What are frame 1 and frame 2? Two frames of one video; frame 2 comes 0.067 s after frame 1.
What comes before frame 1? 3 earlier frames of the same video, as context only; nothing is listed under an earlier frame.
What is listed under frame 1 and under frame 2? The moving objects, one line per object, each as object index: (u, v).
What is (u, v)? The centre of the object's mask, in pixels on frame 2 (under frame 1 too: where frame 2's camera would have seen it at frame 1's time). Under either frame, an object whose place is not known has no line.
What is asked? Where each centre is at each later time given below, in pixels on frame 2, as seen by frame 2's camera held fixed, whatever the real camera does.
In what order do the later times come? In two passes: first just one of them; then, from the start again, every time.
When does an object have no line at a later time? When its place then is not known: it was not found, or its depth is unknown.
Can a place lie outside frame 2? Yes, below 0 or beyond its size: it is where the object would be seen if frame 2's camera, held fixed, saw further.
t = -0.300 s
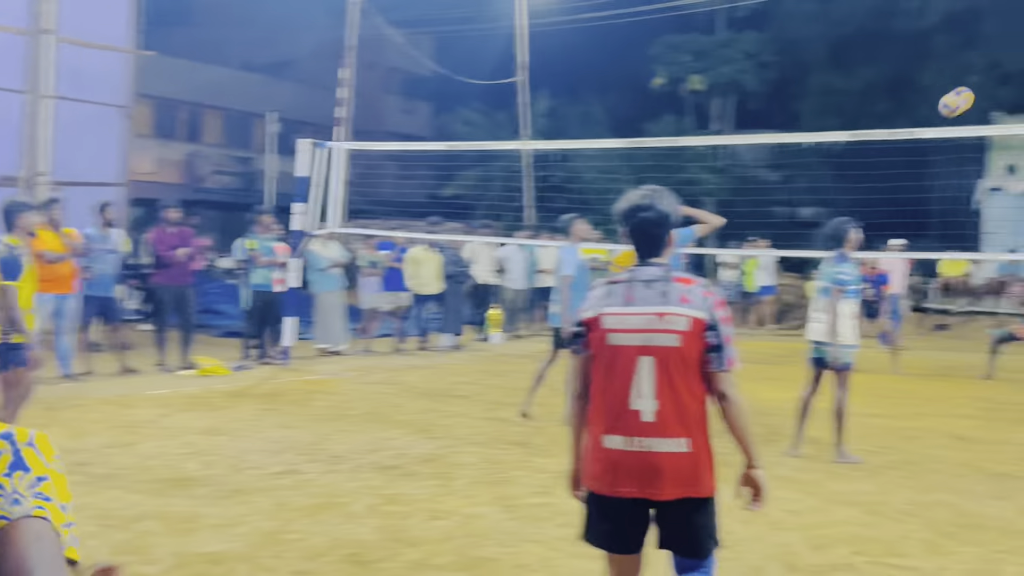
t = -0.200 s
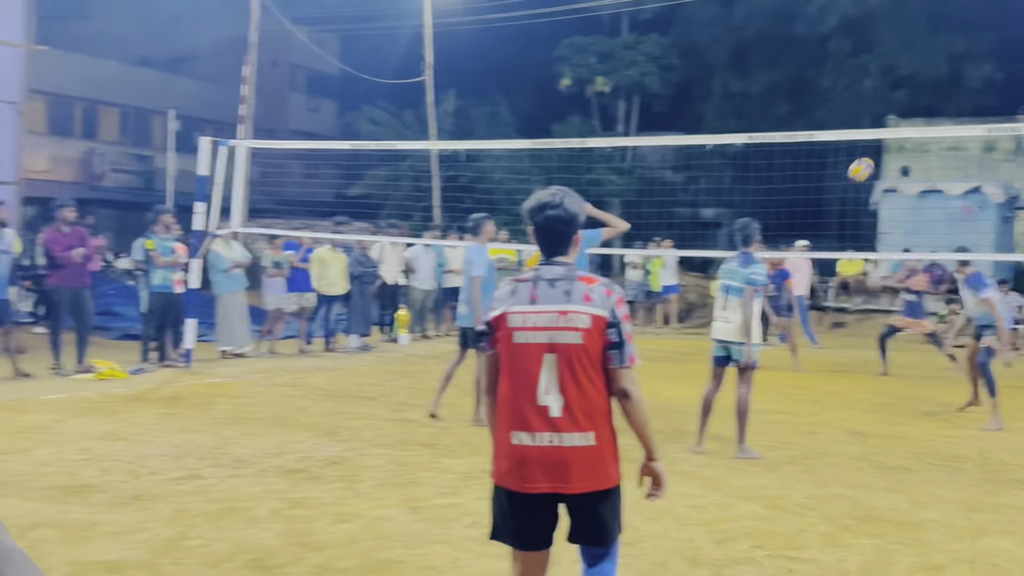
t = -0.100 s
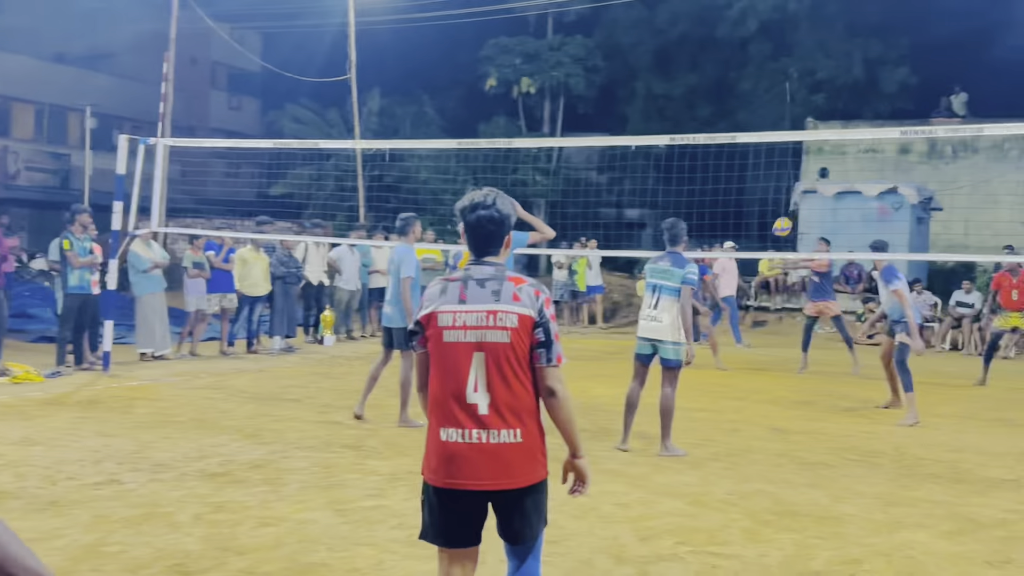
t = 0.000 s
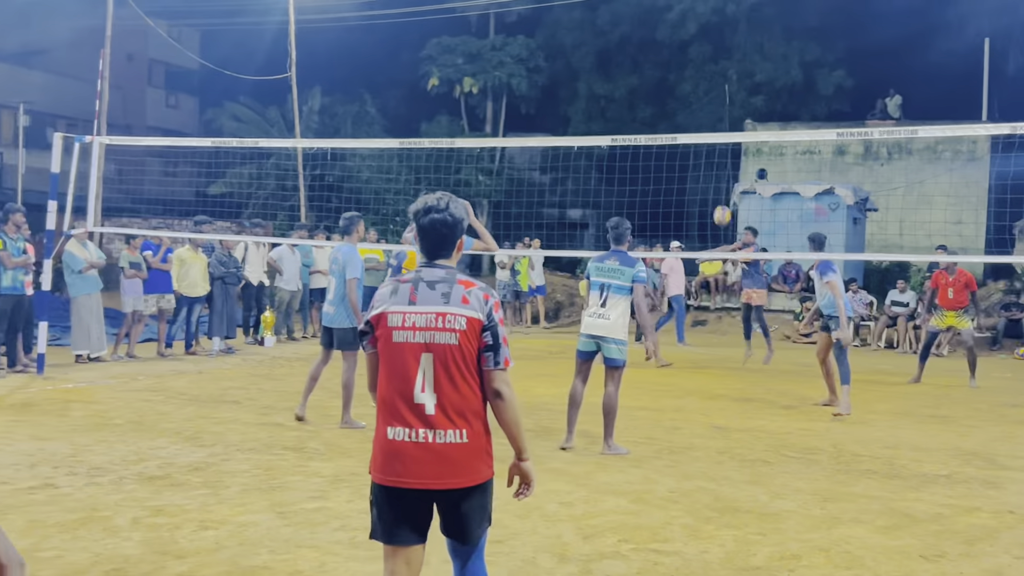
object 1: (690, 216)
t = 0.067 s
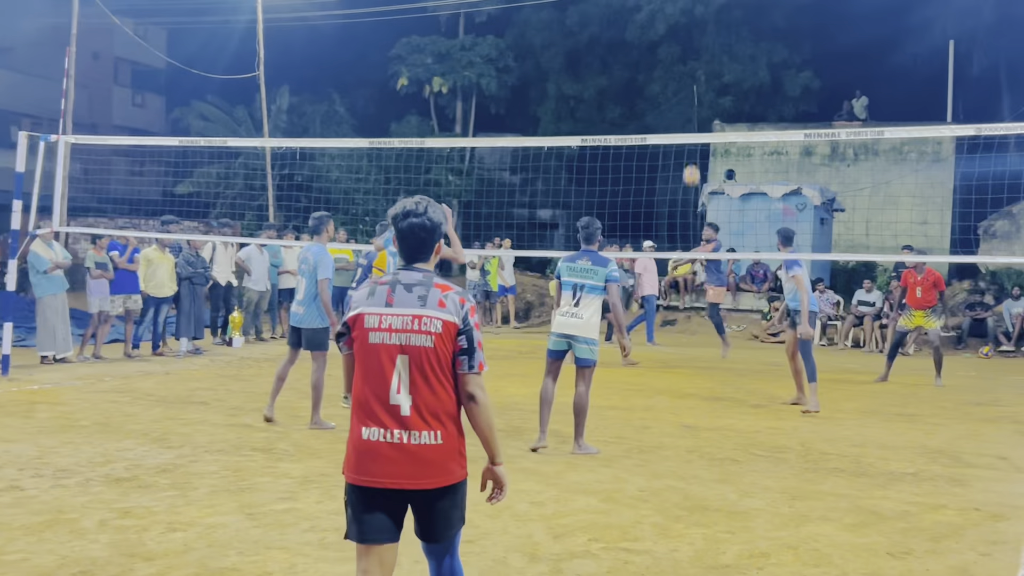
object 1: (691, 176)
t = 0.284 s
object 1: (694, 59)
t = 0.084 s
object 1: (692, 166)
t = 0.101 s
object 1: (692, 156)
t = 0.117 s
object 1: (692, 149)
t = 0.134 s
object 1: (692, 130)
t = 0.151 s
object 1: (693, 126)
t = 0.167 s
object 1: (693, 118)
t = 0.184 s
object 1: (693, 109)
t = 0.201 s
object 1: (693, 101)
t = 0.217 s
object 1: (694, 92)
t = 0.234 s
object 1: (694, 84)
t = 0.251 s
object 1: (694, 76)
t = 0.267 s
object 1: (694, 68)
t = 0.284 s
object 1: (694, 59)
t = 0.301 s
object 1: (694, 52)
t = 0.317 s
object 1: (694, 45)
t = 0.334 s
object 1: (694, 37)
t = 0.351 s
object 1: (694, 30)
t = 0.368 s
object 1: (695, 23)
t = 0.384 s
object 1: (695, 16)
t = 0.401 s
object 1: (695, 10)
